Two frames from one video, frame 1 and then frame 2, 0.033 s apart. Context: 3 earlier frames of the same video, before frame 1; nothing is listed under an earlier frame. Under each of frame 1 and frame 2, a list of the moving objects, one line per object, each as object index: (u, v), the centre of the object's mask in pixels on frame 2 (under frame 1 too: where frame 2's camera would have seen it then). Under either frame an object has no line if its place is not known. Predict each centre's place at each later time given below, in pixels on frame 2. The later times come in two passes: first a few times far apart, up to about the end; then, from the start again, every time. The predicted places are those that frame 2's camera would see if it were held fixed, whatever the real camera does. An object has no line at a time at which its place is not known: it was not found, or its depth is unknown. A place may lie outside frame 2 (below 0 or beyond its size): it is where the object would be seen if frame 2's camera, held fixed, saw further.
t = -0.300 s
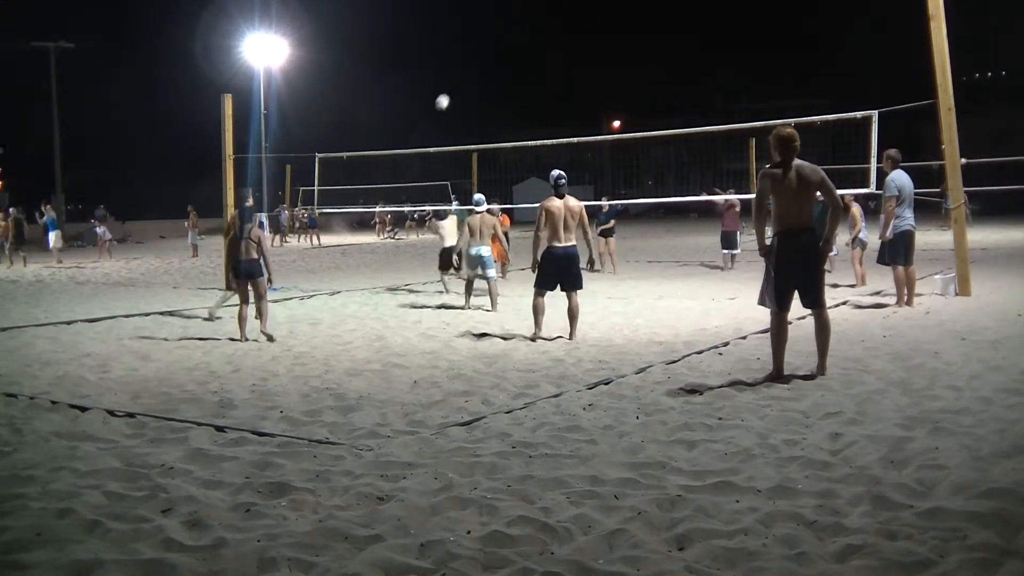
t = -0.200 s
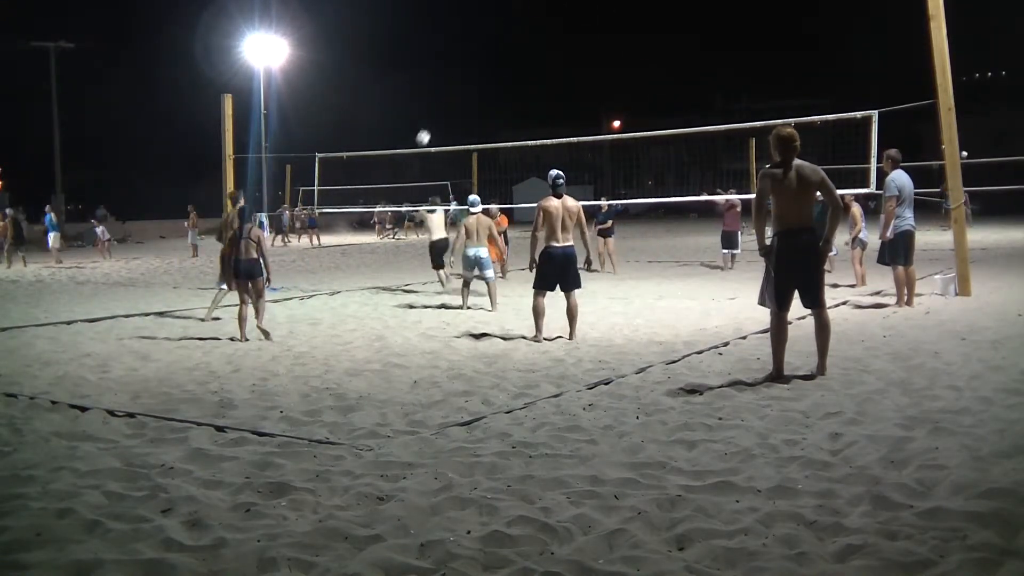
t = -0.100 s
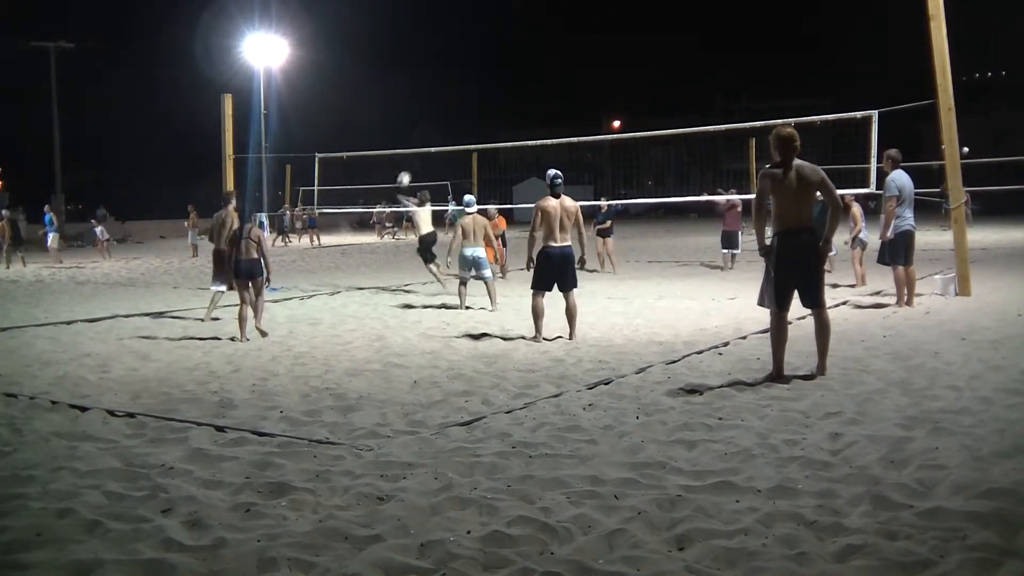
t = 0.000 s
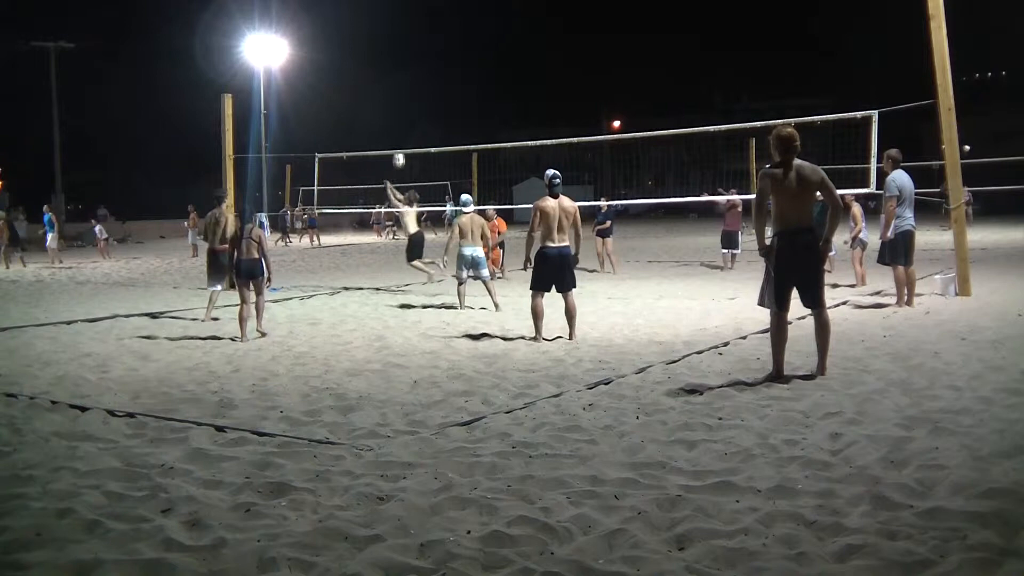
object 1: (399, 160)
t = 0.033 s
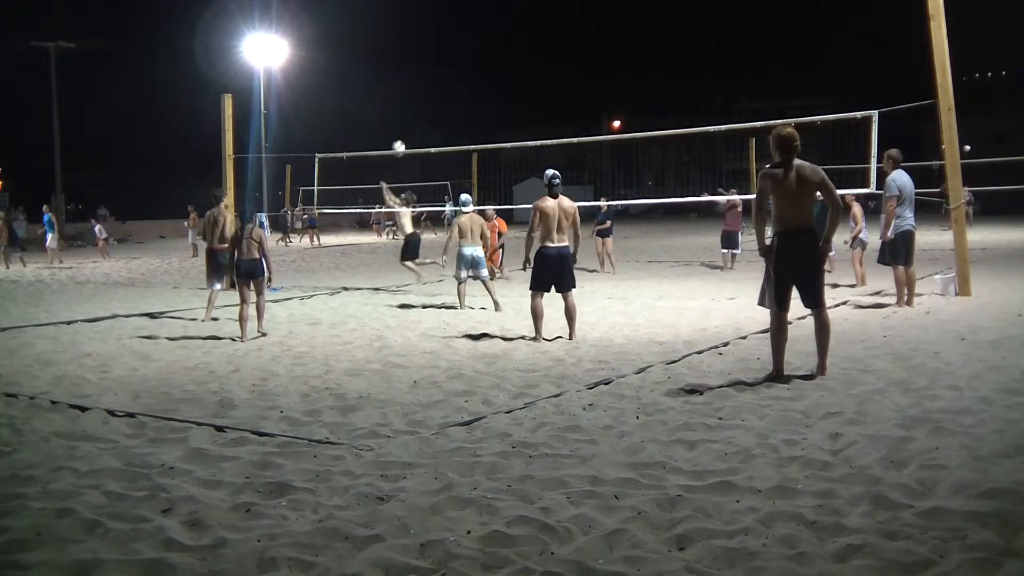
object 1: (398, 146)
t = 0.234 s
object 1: (398, 91)
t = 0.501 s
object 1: (403, 52)
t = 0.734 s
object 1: (413, 60)
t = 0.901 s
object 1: (425, 98)
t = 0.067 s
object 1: (398, 137)
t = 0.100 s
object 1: (398, 127)
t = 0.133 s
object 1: (398, 117)
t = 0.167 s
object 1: (398, 107)
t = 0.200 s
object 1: (398, 100)
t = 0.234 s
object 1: (398, 91)
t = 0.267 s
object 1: (399, 84)
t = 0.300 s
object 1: (398, 77)
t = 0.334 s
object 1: (399, 71)
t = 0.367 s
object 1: (400, 65)
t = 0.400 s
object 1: (401, 61)
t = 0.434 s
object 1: (401, 57)
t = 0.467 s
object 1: (402, 54)
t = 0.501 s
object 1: (403, 52)
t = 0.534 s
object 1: (404, 50)
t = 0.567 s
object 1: (406, 50)
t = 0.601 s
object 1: (407, 50)
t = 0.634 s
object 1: (409, 51)
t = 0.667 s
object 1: (410, 53)
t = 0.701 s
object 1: (412, 56)
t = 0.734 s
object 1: (413, 60)
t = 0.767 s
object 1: (415, 66)
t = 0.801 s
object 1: (417, 72)
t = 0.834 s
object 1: (420, 80)
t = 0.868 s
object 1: (422, 89)
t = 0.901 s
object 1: (425, 98)
